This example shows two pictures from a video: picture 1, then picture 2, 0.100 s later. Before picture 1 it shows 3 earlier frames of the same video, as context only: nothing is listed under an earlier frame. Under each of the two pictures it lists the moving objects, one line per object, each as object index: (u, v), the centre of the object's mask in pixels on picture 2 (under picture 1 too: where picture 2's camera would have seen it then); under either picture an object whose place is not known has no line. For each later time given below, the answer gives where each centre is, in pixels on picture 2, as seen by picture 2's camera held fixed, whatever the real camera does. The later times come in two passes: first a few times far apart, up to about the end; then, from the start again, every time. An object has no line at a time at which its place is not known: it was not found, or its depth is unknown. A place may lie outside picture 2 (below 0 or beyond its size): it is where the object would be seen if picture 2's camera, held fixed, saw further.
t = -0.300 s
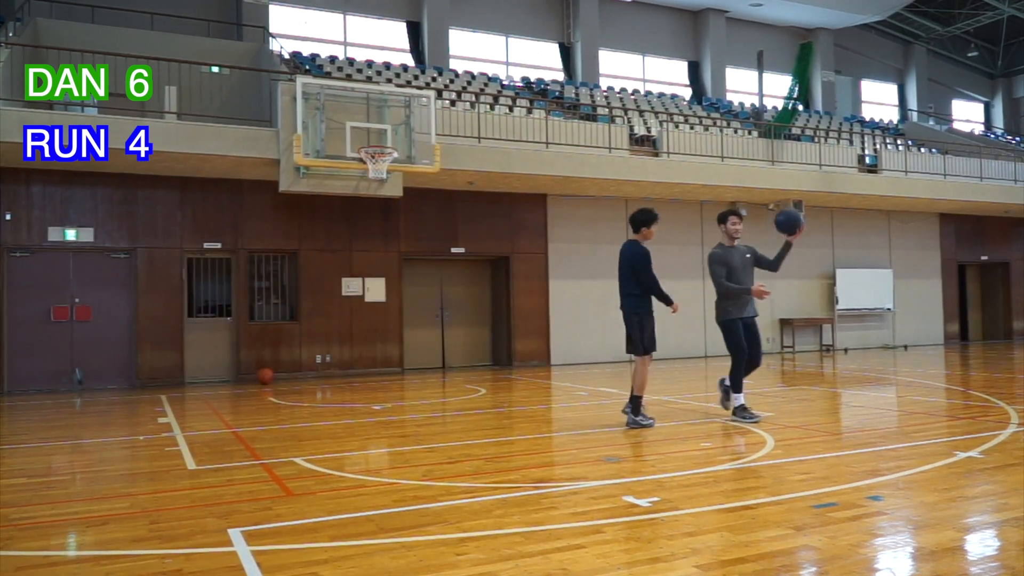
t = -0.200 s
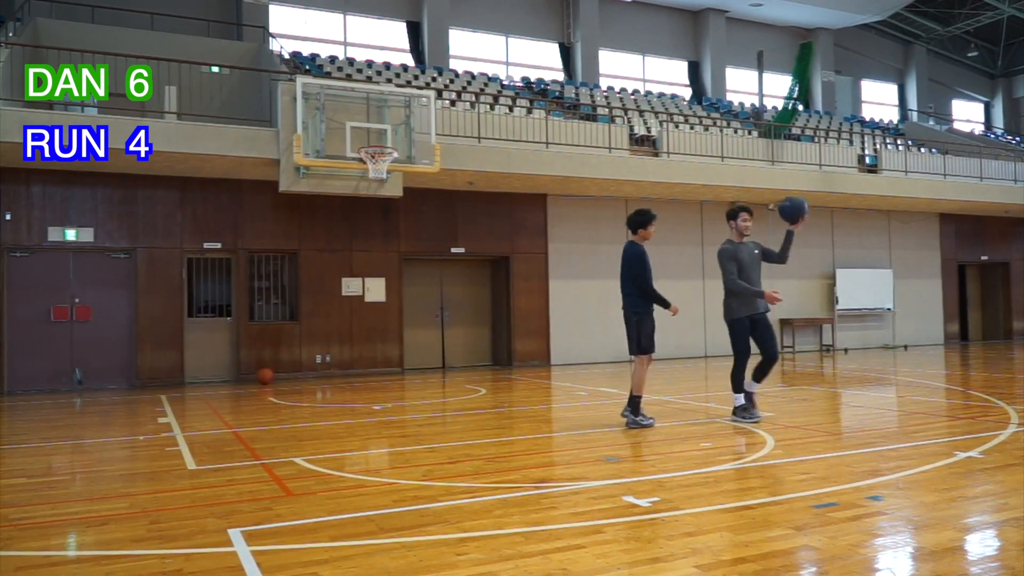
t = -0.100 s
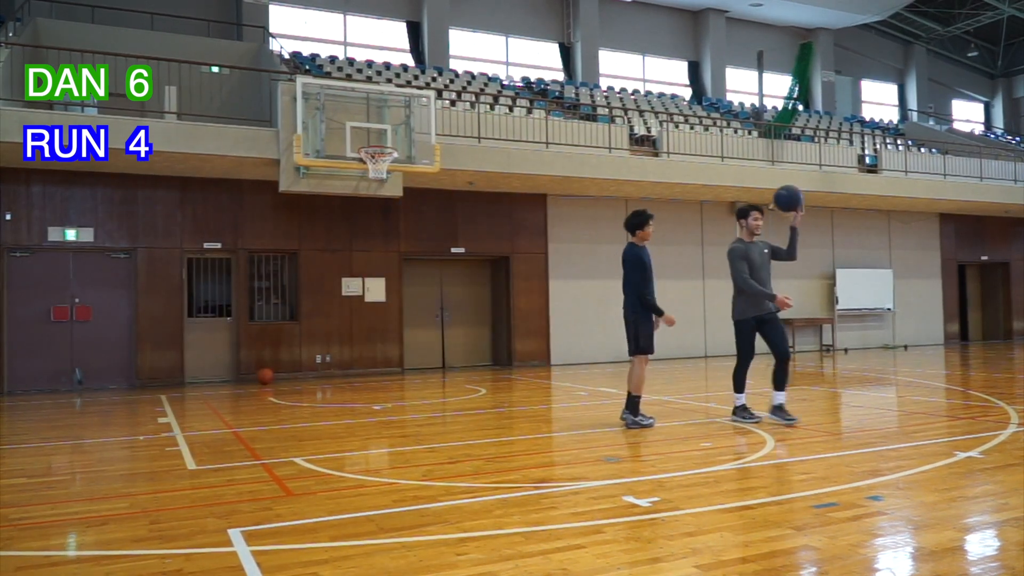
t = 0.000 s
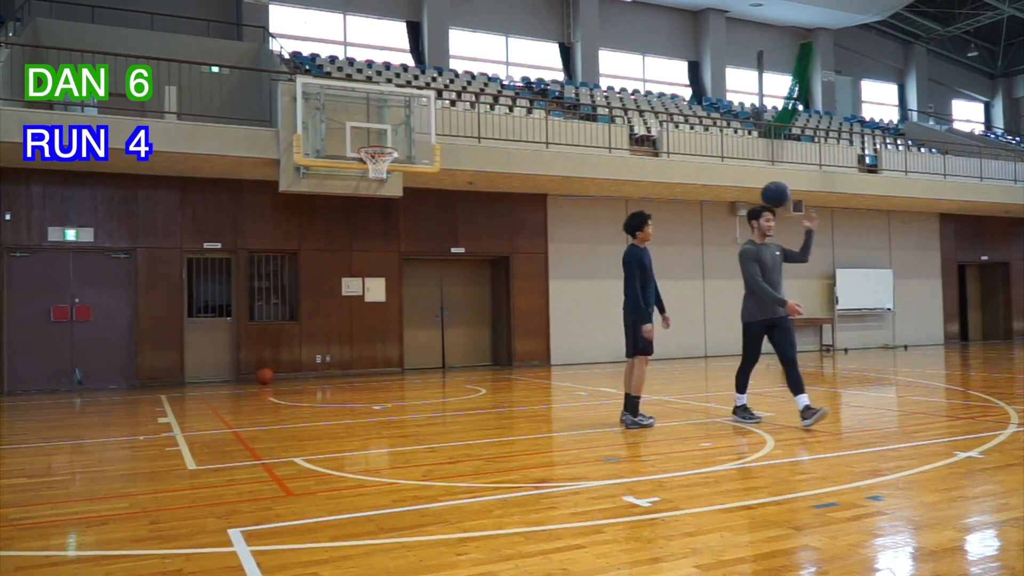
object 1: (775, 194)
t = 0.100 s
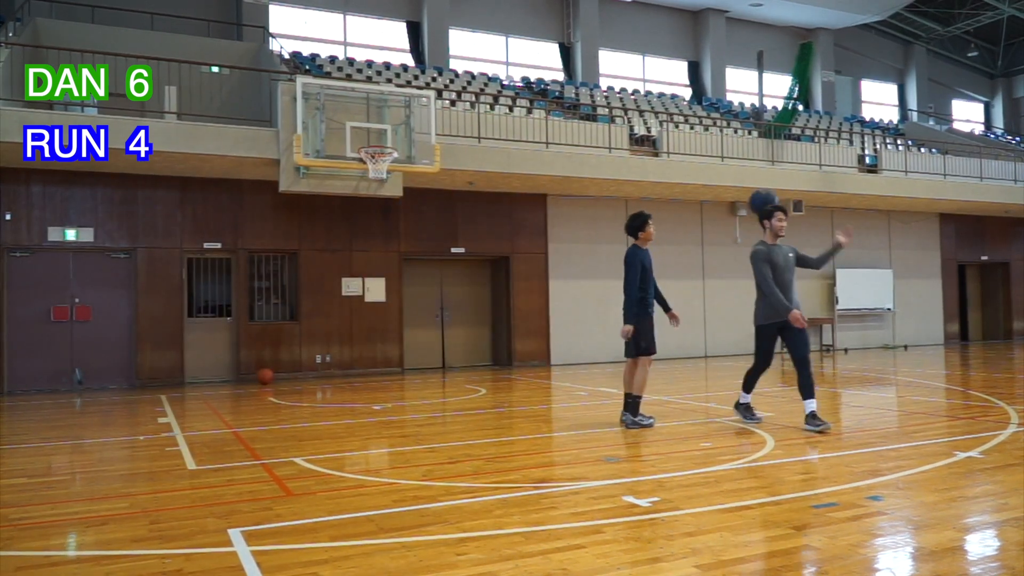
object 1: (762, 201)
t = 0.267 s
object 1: (743, 239)
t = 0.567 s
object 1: (711, 384)
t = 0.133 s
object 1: (758, 206)
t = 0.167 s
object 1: (754, 213)
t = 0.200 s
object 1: (751, 221)
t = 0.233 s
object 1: (747, 229)
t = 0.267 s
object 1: (743, 239)
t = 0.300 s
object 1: (740, 250)
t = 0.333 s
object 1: (736, 262)
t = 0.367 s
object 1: (732, 276)
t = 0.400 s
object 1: (729, 291)
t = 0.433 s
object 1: (725, 306)
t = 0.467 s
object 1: (722, 324)
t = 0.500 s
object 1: (718, 342)
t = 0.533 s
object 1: (715, 363)
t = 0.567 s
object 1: (711, 384)
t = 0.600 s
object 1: (708, 406)
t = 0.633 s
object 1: (706, 394)
